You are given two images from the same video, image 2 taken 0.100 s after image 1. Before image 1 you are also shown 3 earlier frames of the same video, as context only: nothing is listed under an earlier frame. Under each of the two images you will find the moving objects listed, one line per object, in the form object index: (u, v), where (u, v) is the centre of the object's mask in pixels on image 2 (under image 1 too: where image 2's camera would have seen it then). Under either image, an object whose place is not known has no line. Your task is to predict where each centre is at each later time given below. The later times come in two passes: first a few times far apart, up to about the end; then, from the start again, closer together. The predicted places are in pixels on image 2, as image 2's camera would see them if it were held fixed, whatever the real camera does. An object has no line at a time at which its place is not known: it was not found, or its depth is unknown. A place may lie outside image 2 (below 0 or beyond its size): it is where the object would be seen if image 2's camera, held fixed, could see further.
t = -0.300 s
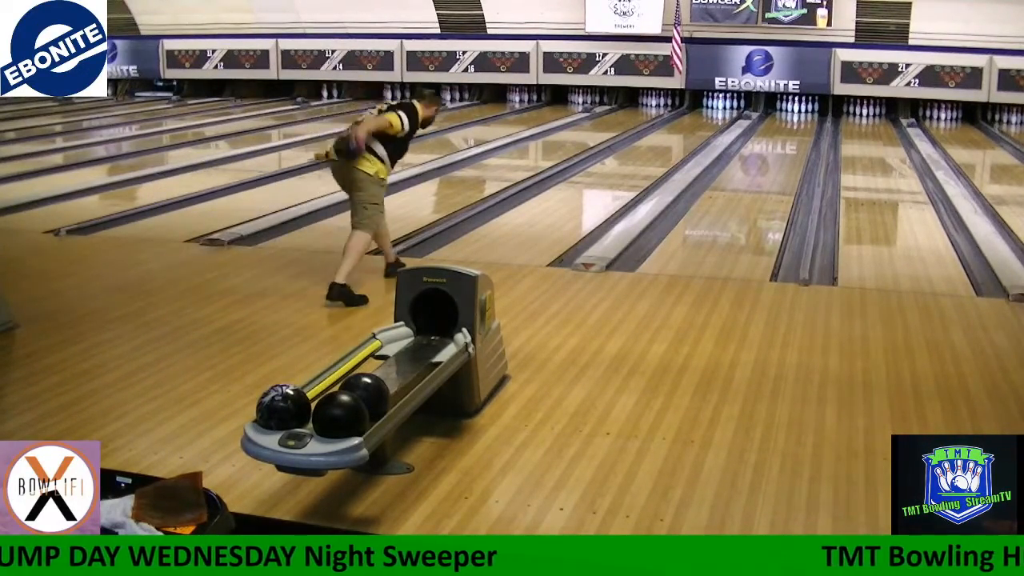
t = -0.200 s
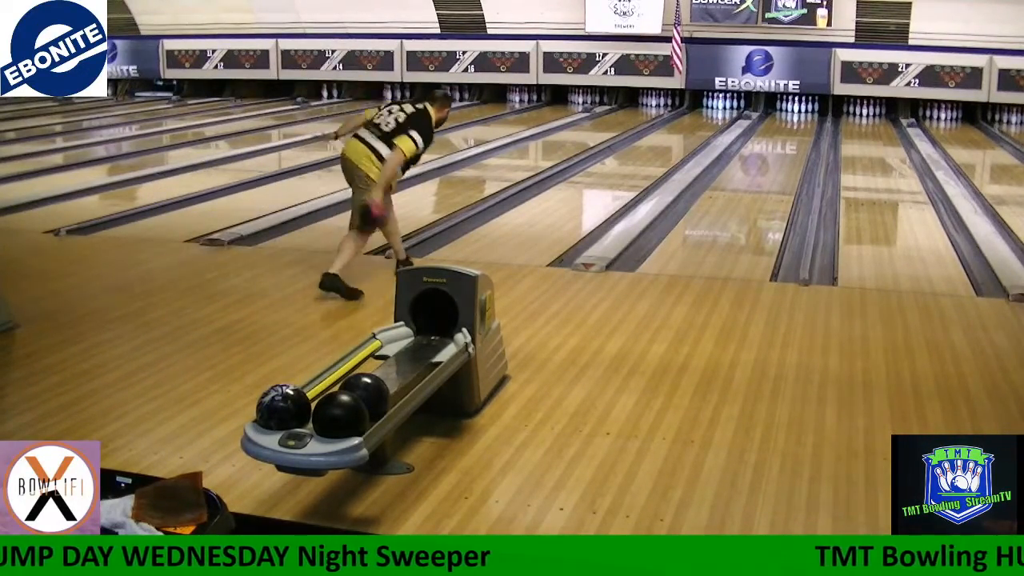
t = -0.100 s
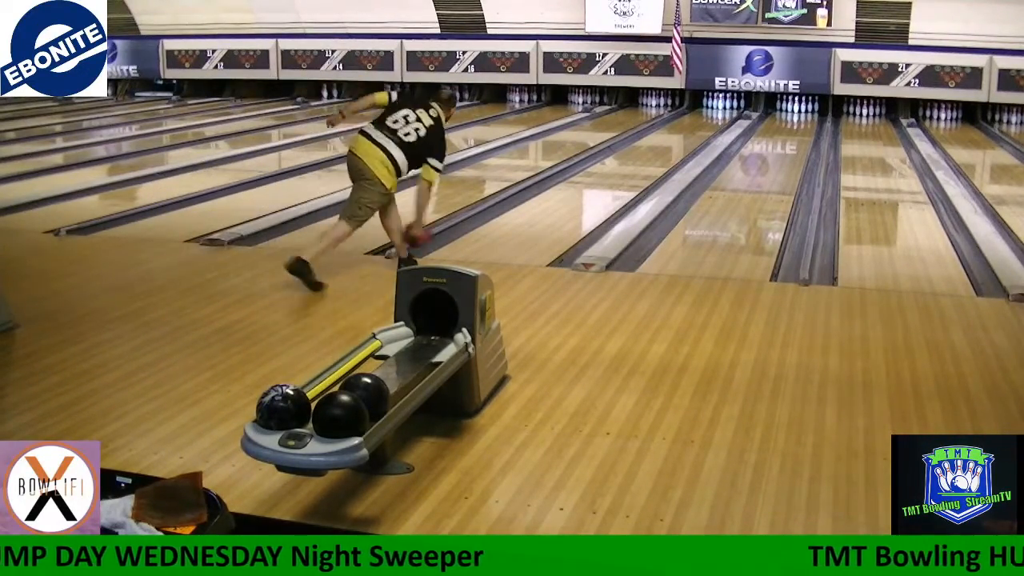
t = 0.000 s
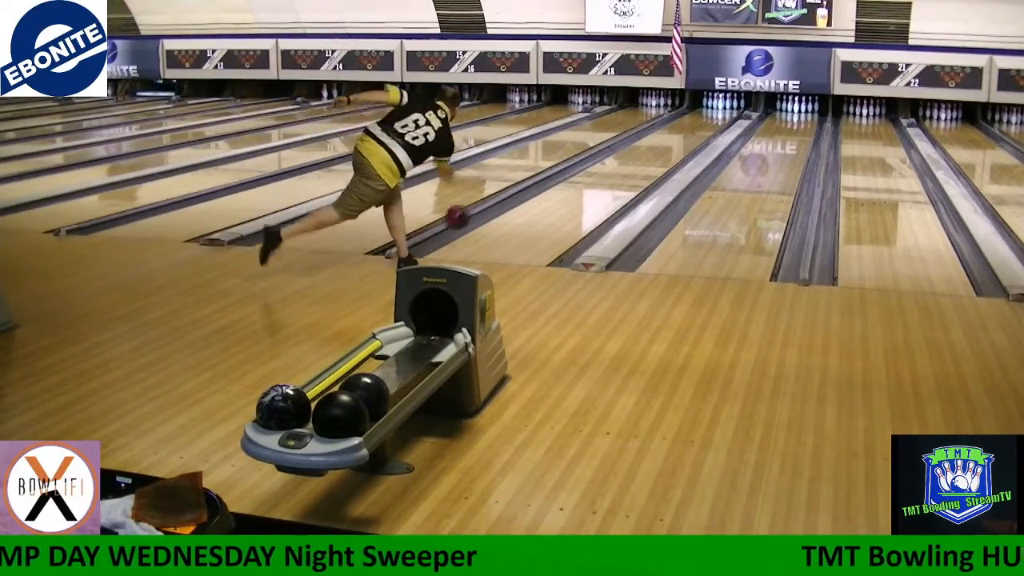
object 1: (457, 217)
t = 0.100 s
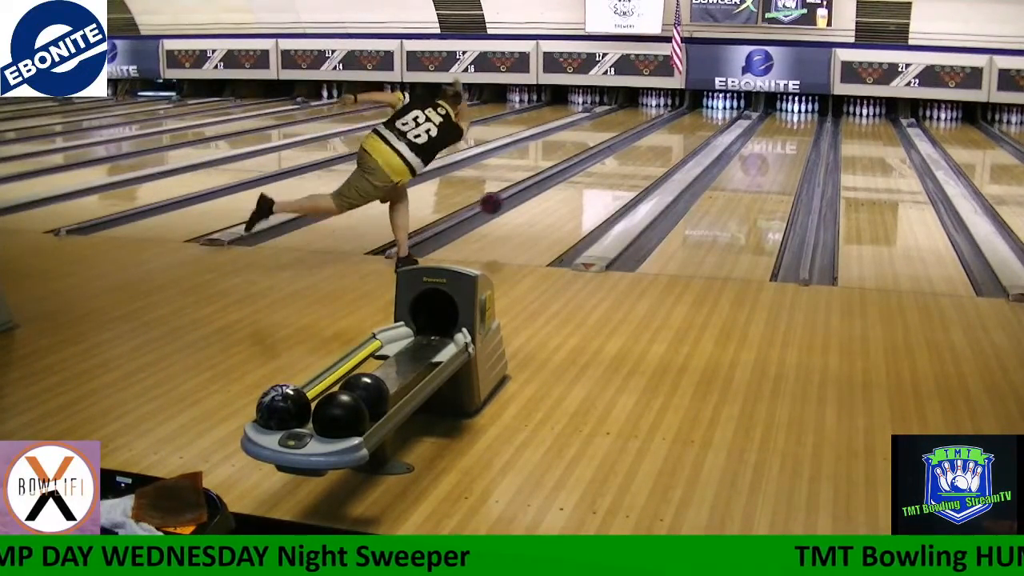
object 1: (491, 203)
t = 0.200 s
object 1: (520, 201)
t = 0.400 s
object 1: (567, 189)
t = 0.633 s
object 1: (610, 170)
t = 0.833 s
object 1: (638, 157)
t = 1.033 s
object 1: (661, 146)
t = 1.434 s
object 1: (697, 127)
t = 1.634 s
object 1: (709, 121)
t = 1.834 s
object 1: (718, 115)
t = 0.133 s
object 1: (502, 201)
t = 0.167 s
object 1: (510, 200)
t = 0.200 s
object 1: (520, 201)
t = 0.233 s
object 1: (529, 202)
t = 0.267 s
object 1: (538, 204)
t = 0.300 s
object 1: (545, 199)
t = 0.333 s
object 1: (553, 195)
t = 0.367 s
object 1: (560, 192)
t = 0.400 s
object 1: (567, 189)
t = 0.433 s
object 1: (574, 186)
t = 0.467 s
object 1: (581, 183)
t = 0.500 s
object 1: (587, 181)
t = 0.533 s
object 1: (593, 178)
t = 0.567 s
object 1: (599, 175)
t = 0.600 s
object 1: (604, 173)
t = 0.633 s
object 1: (610, 170)
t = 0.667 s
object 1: (615, 168)
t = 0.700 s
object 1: (620, 166)
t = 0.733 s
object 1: (625, 163)
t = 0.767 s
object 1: (629, 161)
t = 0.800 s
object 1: (634, 159)
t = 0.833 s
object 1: (638, 157)
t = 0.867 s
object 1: (642, 155)
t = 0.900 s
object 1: (646, 153)
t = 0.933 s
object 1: (650, 151)
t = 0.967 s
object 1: (654, 149)
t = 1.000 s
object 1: (657, 147)
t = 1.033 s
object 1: (661, 146)
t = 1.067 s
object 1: (664, 144)
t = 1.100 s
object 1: (667, 142)
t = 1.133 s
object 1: (670, 141)
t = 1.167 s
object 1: (674, 140)
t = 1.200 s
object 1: (677, 138)
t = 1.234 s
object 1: (682, 136)
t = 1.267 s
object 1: (685, 134)
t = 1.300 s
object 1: (688, 133)
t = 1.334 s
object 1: (690, 131)
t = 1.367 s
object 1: (692, 130)
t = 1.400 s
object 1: (695, 129)
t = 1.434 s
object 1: (697, 127)
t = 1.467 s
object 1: (699, 127)
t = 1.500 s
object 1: (701, 126)
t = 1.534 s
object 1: (703, 124)
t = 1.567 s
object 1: (705, 123)
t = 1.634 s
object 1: (709, 121)
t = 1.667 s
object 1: (710, 120)
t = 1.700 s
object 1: (712, 119)
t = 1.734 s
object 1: (714, 118)
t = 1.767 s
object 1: (714, 117)
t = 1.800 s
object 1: (716, 116)
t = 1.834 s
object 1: (718, 115)
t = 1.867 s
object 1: (718, 114)
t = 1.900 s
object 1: (719, 113)
